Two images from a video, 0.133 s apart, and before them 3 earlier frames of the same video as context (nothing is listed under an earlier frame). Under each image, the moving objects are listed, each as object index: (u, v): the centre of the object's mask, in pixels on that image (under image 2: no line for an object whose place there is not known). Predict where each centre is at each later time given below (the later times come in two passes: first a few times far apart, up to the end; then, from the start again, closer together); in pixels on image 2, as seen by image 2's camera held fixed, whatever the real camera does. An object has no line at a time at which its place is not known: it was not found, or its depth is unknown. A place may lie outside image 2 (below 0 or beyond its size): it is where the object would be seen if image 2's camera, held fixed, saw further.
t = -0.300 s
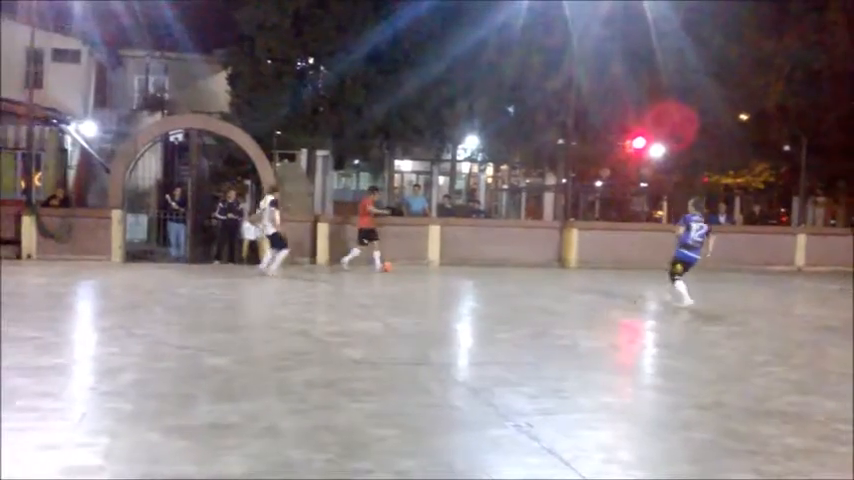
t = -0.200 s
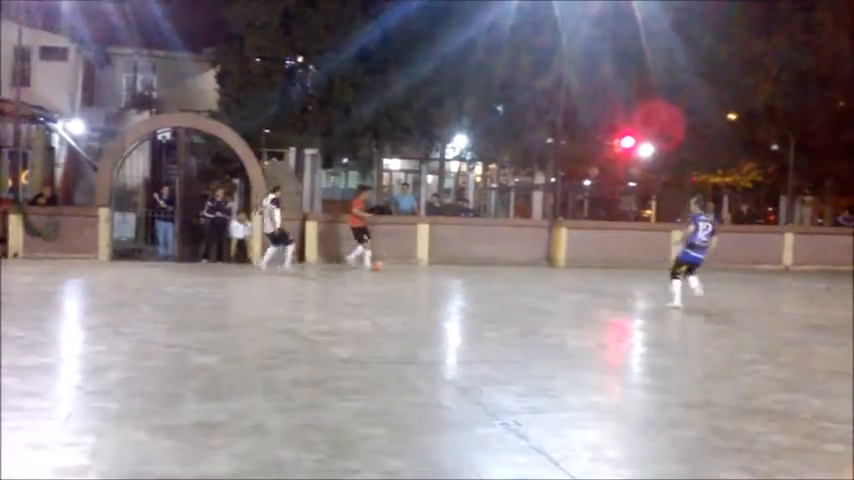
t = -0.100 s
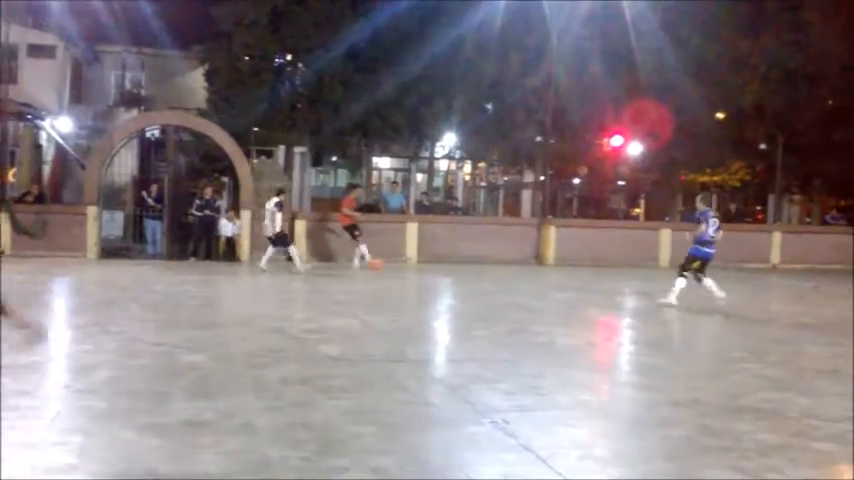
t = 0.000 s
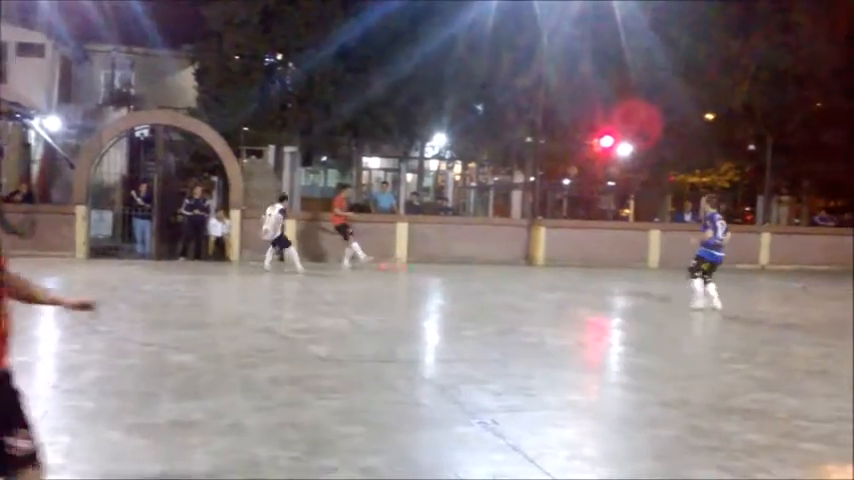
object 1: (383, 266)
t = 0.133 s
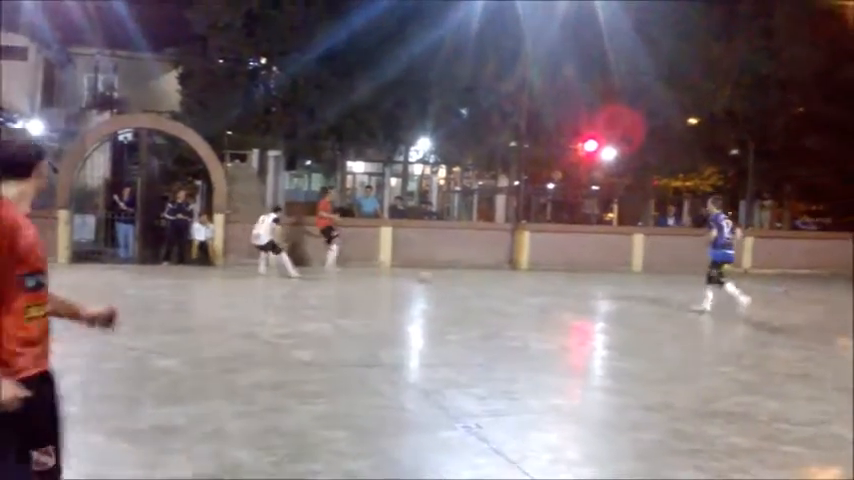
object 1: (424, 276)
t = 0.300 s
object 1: (472, 280)
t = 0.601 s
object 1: (565, 292)
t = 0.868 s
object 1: (645, 299)
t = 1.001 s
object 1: (690, 304)
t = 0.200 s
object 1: (441, 277)
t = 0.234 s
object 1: (453, 277)
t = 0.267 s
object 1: (461, 277)
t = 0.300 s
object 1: (472, 280)
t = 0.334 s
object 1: (483, 283)
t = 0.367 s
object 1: (492, 285)
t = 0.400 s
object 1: (503, 286)
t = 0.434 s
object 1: (514, 286)
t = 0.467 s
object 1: (523, 286)
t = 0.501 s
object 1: (535, 287)
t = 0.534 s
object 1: (545, 289)
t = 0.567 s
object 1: (555, 291)
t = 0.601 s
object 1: (565, 292)
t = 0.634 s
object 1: (572, 291)
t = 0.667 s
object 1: (583, 292)
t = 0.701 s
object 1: (595, 294)
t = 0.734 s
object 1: (604, 296)
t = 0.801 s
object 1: (620, 297)
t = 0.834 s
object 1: (635, 298)
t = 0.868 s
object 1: (645, 299)
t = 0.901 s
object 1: (656, 300)
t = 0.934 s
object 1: (667, 302)
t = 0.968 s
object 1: (677, 303)
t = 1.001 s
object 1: (690, 304)
